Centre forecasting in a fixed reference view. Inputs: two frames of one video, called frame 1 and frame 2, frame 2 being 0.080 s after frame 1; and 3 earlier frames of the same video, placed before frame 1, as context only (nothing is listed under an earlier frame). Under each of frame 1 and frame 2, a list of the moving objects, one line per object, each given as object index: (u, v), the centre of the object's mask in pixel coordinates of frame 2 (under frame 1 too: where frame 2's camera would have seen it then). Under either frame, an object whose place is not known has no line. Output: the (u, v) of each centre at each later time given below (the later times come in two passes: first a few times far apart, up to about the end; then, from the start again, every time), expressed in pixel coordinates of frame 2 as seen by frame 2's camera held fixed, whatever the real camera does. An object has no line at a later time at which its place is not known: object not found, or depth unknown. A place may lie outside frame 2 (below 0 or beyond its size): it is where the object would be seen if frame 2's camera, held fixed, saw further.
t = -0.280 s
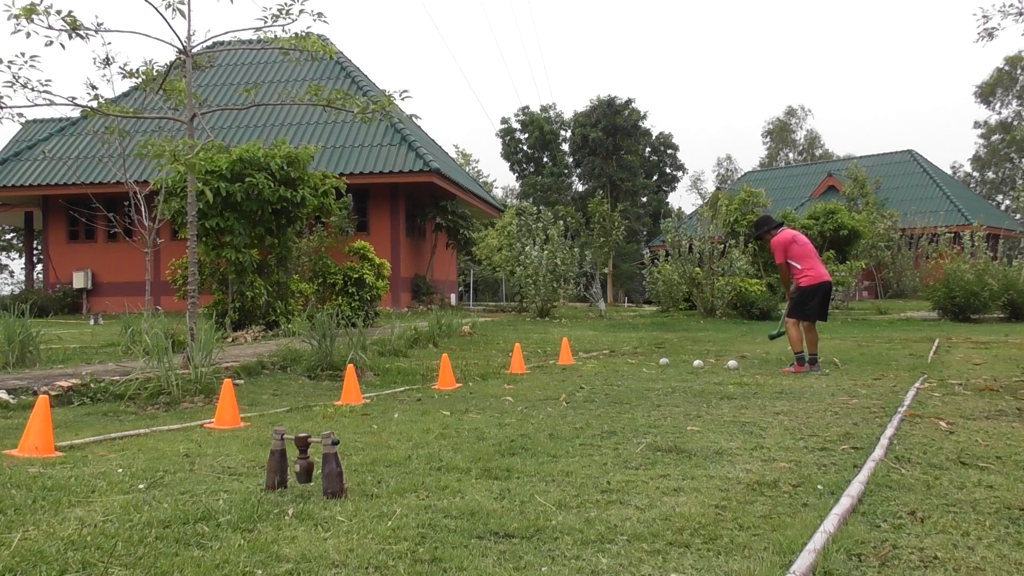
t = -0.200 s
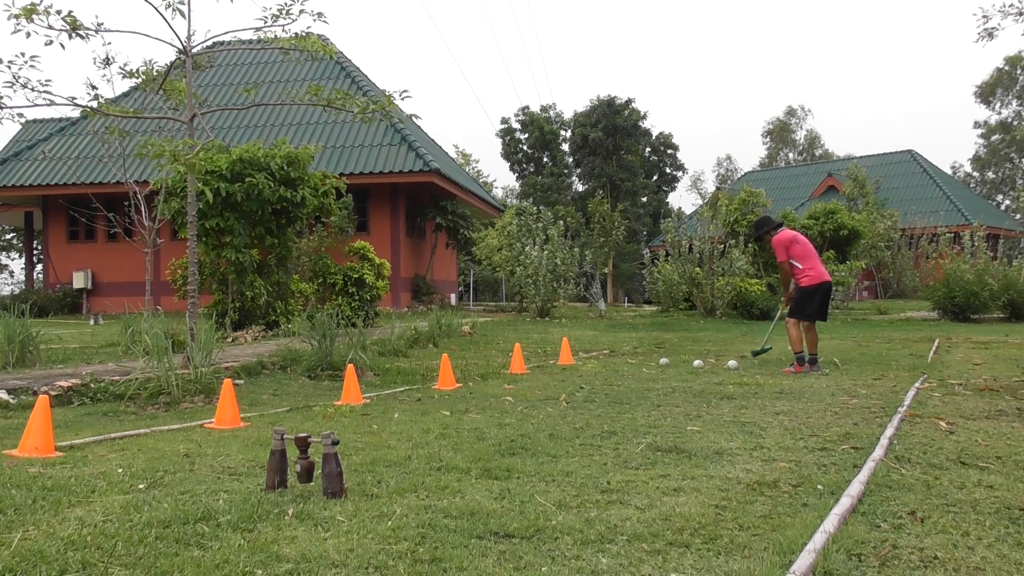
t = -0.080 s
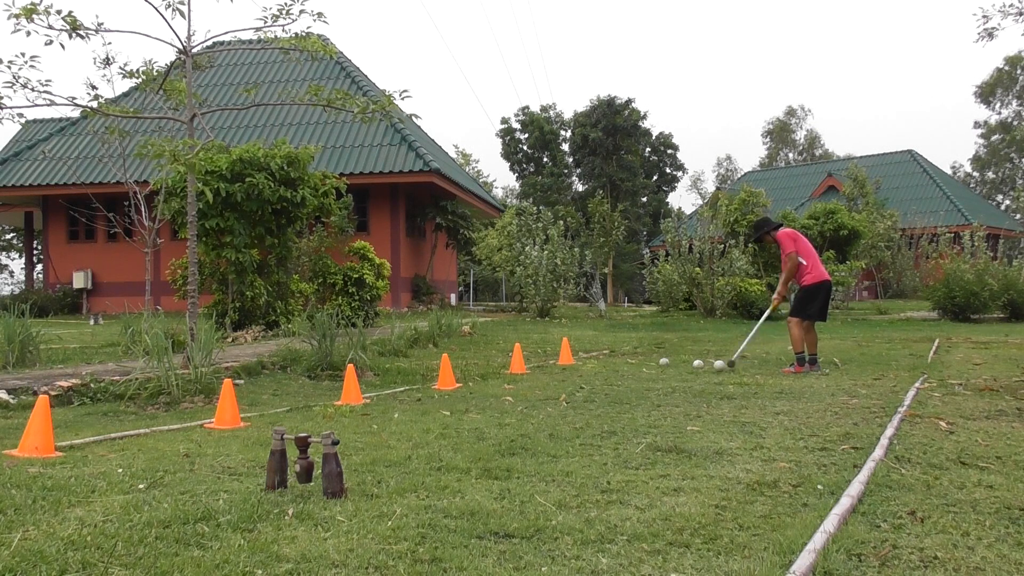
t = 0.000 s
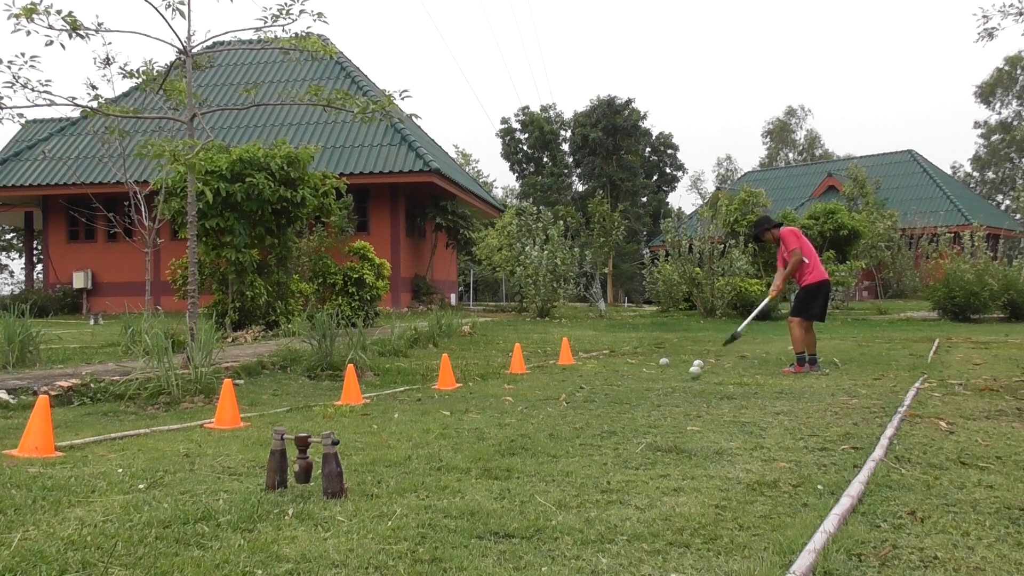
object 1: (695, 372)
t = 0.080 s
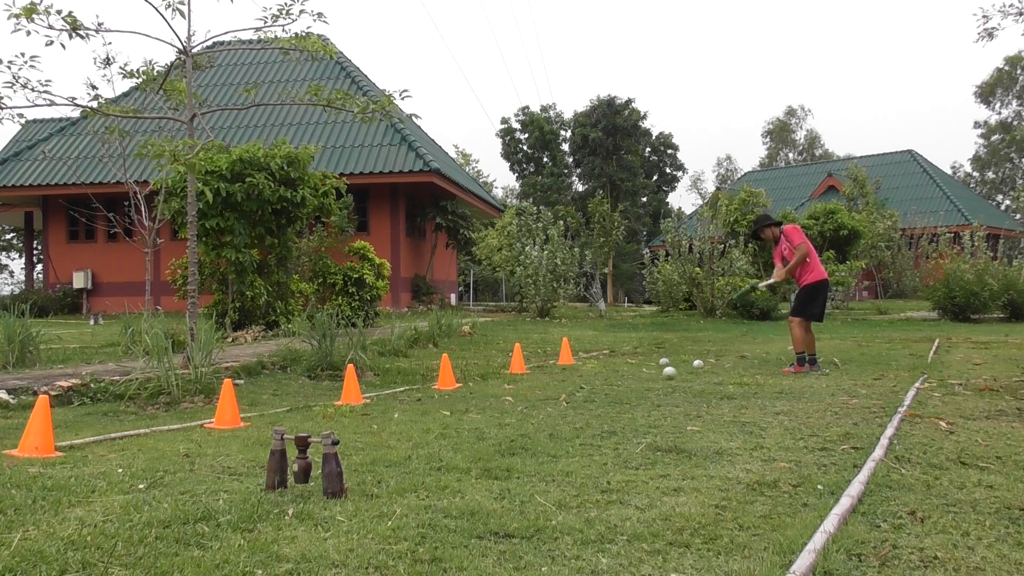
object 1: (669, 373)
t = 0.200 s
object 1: (625, 379)
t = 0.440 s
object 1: (504, 424)
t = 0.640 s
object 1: (358, 468)
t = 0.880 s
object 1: (228, 479)
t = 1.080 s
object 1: (131, 485)
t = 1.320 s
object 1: (21, 508)
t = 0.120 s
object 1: (656, 372)
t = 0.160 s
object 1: (641, 374)
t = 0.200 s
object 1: (625, 379)
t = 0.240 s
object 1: (608, 387)
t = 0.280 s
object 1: (589, 397)
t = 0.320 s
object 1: (568, 411)
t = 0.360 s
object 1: (549, 413)
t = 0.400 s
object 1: (528, 416)
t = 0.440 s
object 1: (504, 424)
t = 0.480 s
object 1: (478, 436)
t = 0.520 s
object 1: (450, 448)
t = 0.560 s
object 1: (423, 452)
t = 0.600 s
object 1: (392, 459)
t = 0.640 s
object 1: (358, 468)
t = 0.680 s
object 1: (316, 470)
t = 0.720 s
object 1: (305, 471)
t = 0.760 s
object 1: (285, 475)
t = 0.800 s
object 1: (267, 484)
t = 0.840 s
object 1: (248, 480)
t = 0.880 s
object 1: (228, 479)
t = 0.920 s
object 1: (209, 484)
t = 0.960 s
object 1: (188, 491)
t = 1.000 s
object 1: (170, 487)
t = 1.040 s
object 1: (151, 483)
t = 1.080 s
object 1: (131, 485)
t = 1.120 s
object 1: (111, 492)
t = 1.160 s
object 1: (90, 503)
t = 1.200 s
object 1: (73, 498)
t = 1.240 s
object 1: (56, 496)
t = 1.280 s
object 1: (39, 500)
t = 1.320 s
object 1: (21, 508)
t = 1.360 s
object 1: (10, 507)
